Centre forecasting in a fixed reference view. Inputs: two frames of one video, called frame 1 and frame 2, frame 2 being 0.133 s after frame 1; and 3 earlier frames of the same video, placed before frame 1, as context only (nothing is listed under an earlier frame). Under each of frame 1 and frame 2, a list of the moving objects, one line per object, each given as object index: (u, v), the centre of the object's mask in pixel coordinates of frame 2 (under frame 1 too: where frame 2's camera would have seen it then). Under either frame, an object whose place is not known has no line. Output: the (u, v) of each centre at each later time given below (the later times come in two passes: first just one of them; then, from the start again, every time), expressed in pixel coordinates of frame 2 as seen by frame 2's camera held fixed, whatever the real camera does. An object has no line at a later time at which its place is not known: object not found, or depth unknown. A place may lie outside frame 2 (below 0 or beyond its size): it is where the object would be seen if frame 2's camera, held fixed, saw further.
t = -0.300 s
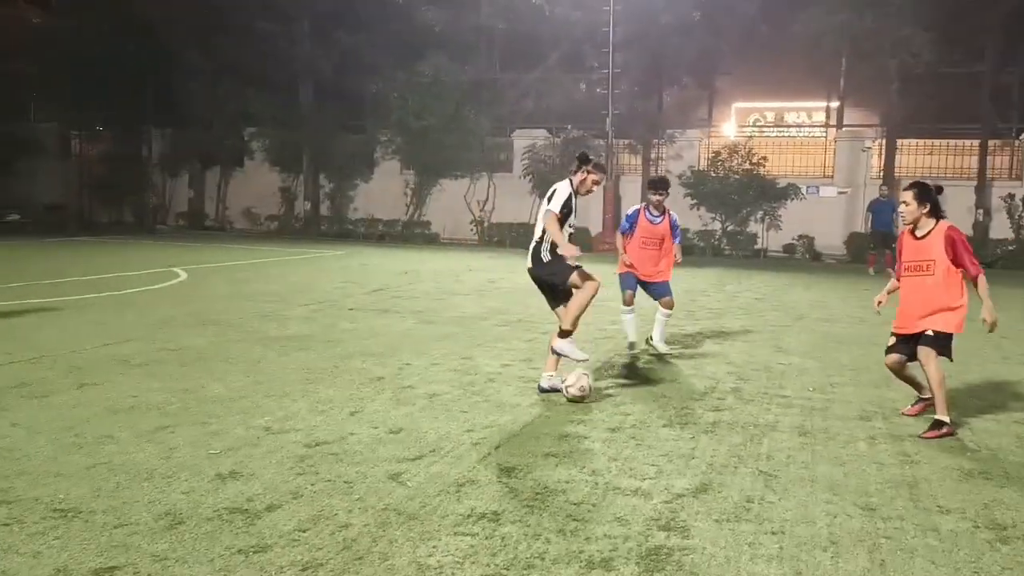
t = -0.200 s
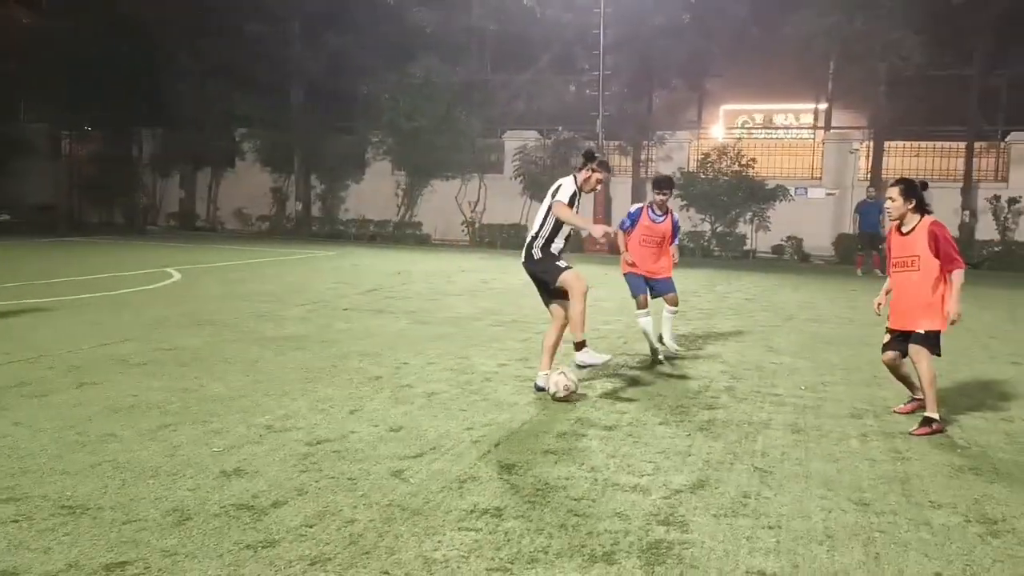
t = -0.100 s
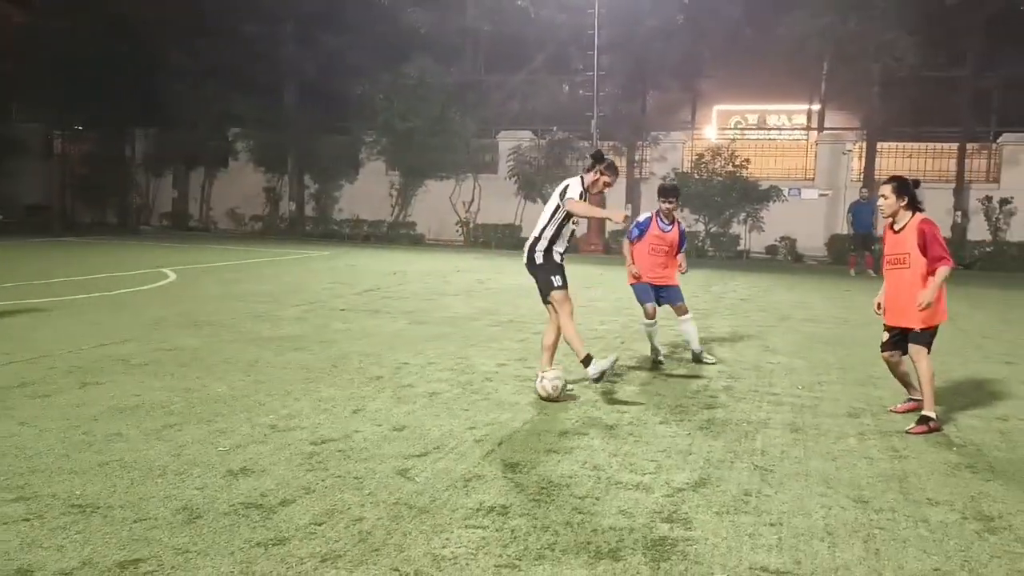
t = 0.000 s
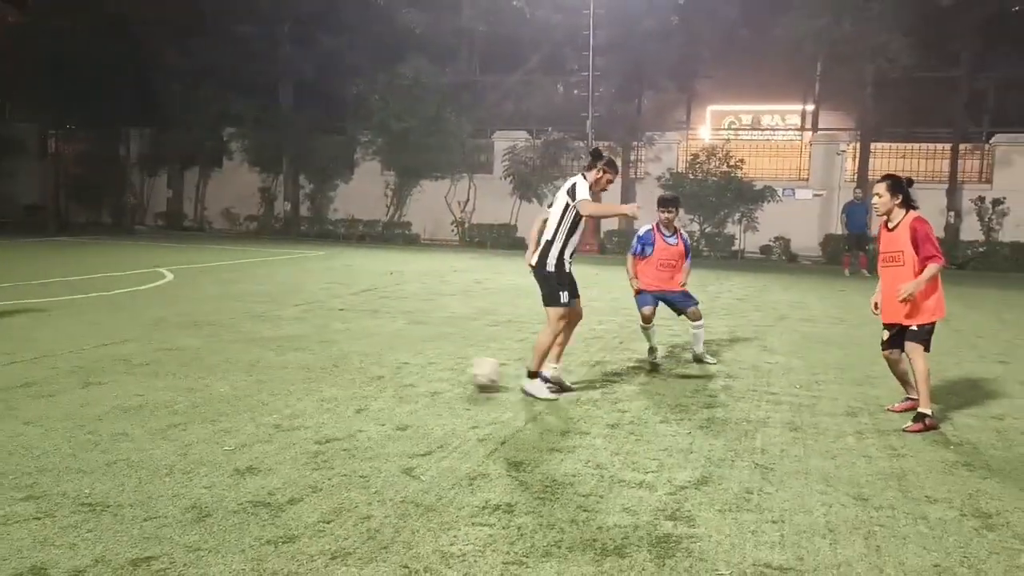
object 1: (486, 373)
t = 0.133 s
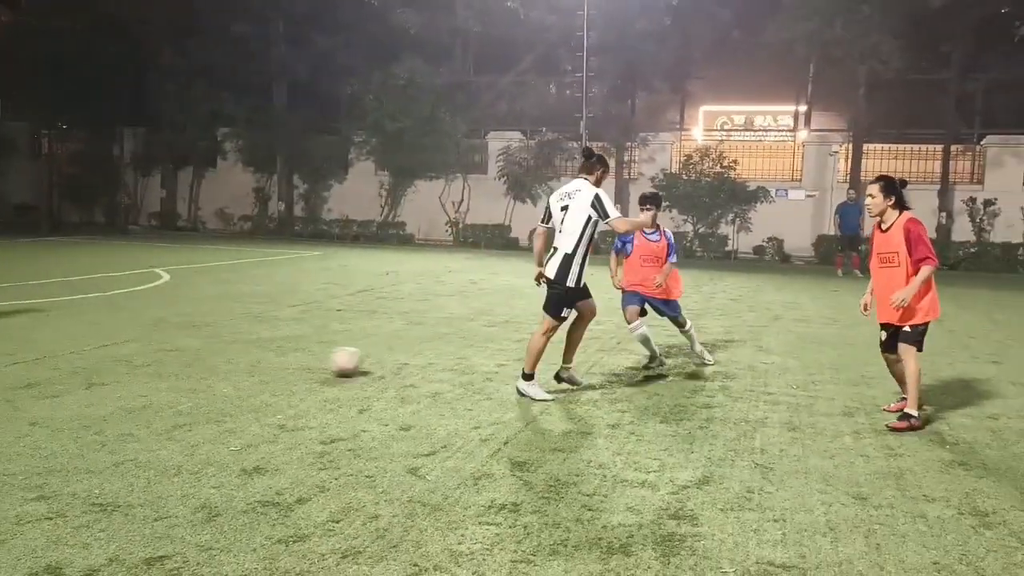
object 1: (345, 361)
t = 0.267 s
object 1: (234, 348)
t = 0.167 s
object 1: (315, 358)
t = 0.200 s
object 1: (287, 352)
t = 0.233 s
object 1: (259, 349)
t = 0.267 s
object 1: (234, 348)
